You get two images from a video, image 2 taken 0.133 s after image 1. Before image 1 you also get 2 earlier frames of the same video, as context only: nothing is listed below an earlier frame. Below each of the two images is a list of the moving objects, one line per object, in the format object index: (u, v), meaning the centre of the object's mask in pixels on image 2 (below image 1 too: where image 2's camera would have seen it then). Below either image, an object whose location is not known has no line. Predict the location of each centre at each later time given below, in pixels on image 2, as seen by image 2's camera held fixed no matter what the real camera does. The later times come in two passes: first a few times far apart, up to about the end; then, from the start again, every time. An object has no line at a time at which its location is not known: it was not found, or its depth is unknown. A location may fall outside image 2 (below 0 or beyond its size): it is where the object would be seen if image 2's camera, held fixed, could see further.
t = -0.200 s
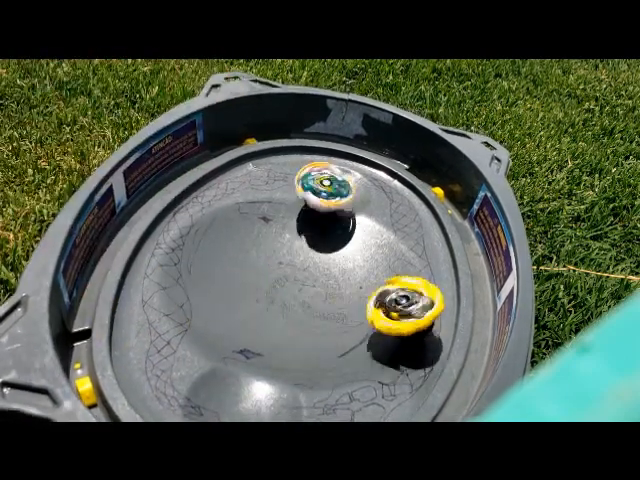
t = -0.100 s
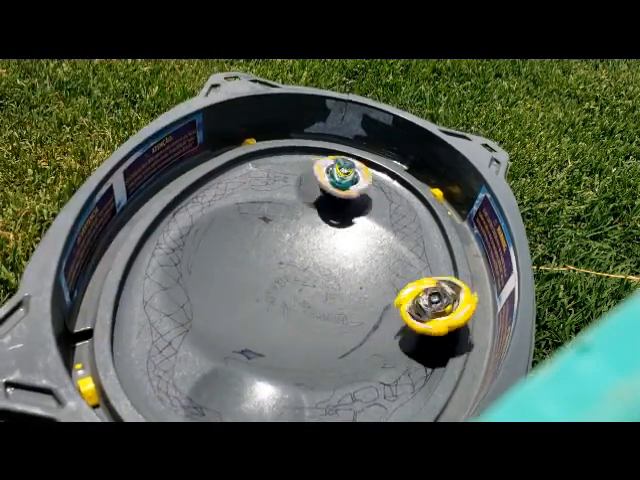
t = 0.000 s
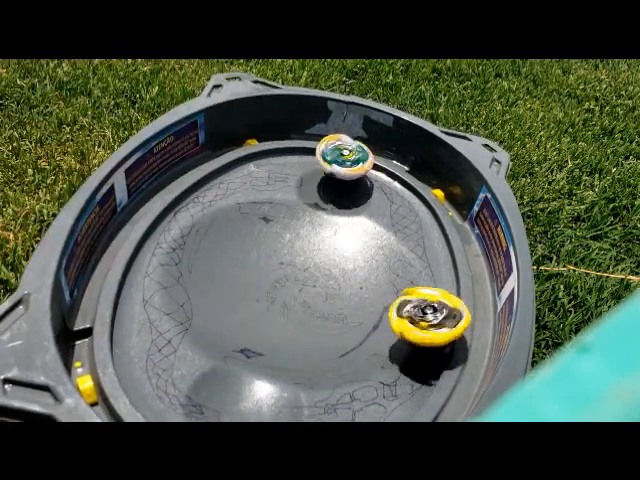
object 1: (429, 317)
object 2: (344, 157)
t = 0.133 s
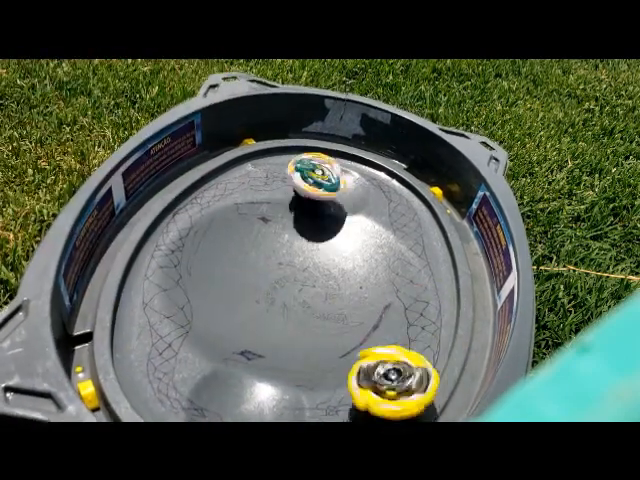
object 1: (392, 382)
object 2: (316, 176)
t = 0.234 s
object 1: (329, 404)
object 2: (324, 232)
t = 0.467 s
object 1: (190, 397)
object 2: (343, 307)
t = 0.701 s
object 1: (160, 355)
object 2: (385, 273)
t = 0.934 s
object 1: (139, 347)
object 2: (287, 289)
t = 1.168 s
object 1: (140, 326)
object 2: (280, 351)
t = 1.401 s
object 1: (163, 306)
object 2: (203, 401)
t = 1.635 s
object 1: (269, 325)
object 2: (185, 395)
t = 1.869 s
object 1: (353, 235)
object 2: (158, 379)
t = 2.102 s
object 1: (225, 239)
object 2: (157, 354)
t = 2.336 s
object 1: (345, 336)
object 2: (173, 329)
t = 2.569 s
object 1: (374, 235)
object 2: (204, 323)
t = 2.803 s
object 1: (232, 266)
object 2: (360, 308)
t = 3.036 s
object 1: (278, 390)
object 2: (331, 218)
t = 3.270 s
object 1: (244, 375)
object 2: (238, 245)
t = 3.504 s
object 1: (275, 399)
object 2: (306, 332)
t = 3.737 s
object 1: (250, 321)
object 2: (390, 290)
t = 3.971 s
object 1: (277, 287)
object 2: (317, 239)
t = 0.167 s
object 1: (378, 395)
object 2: (320, 191)
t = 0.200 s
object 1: (358, 401)
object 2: (326, 212)
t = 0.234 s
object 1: (329, 404)
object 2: (324, 232)
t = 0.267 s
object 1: (305, 408)
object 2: (323, 250)
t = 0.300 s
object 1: (276, 407)
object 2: (317, 266)
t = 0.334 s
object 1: (254, 406)
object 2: (316, 278)
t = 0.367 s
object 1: (230, 404)
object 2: (316, 289)
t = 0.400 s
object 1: (214, 401)
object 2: (323, 296)
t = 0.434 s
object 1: (198, 398)
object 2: (330, 305)
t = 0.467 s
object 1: (190, 397)
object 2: (343, 307)
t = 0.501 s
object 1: (185, 391)
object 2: (360, 310)
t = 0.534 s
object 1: (175, 387)
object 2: (373, 307)
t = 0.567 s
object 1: (167, 385)
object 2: (389, 300)
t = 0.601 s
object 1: (164, 374)
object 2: (394, 292)
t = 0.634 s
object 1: (166, 368)
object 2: (396, 283)
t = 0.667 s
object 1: (167, 360)
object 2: (394, 278)
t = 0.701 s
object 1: (160, 355)
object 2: (385, 273)
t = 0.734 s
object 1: (150, 357)
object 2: (376, 270)
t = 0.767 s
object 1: (142, 356)
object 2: (360, 269)
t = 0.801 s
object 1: (142, 355)
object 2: (345, 270)
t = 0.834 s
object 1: (144, 355)
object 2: (331, 274)
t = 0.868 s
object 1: (141, 352)
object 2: (315, 277)
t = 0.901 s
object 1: (143, 351)
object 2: (302, 282)
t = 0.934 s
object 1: (139, 347)
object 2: (287, 289)
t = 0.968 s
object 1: (138, 346)
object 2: (277, 297)
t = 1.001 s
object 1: (139, 342)
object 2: (272, 306)
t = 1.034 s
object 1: (138, 339)
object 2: (266, 314)
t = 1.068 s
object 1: (138, 335)
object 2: (267, 324)
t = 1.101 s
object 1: (136, 332)
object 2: (270, 337)
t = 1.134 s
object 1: (140, 329)
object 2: (276, 344)
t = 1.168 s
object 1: (140, 326)
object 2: (280, 351)
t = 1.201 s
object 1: (144, 323)
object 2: (272, 359)
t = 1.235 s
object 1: (144, 320)
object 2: (258, 364)
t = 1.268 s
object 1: (151, 317)
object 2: (239, 371)
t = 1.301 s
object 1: (153, 314)
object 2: (216, 384)
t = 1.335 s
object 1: (160, 312)
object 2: (200, 392)
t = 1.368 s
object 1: (160, 309)
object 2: (193, 401)
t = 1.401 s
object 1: (163, 306)
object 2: (203, 401)
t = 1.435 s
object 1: (162, 301)
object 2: (202, 400)
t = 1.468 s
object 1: (171, 296)
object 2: (203, 400)
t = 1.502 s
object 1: (178, 295)
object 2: (200, 399)
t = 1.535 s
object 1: (194, 300)
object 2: (200, 398)
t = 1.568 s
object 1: (213, 307)
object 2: (194, 398)
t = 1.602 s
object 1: (240, 317)
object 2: (190, 396)
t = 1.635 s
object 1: (269, 325)
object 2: (185, 395)
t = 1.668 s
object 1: (301, 323)
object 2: (181, 392)
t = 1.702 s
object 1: (328, 317)
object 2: (173, 391)
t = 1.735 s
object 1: (347, 303)
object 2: (168, 388)
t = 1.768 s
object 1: (360, 288)
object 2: (165, 385)
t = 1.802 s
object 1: (365, 269)
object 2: (162, 382)
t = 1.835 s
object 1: (363, 251)
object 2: (162, 381)
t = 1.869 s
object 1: (353, 235)
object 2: (158, 379)
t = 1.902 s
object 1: (339, 219)
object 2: (156, 375)
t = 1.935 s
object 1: (320, 209)
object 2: (156, 372)
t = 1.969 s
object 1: (297, 202)
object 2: (156, 367)
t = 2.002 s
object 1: (275, 203)
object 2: (157, 366)
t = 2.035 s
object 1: (254, 210)
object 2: (155, 363)
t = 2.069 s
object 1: (236, 223)
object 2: (155, 358)
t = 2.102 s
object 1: (225, 239)
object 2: (157, 354)
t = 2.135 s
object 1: (218, 258)
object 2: (159, 348)
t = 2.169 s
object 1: (224, 278)
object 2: (163, 345)
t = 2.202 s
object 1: (240, 300)
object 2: (163, 342)
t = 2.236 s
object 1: (258, 318)
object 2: (164, 338)
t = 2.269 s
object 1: (283, 329)
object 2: (167, 335)
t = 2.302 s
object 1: (315, 337)
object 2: (169, 332)
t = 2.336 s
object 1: (345, 336)
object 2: (173, 329)
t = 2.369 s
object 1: (372, 327)
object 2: (177, 327)
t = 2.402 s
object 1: (396, 315)
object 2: (177, 326)
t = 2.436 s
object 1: (407, 298)
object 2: (178, 323)
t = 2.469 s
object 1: (412, 280)
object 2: (182, 322)
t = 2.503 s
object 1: (408, 261)
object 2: (186, 321)
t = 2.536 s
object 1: (392, 247)
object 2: (192, 320)
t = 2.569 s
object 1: (374, 235)
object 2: (204, 323)
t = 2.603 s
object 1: (351, 229)
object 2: (218, 329)
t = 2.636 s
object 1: (330, 228)
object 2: (241, 333)
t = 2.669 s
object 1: (305, 229)
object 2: (270, 338)
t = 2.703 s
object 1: (281, 236)
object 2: (299, 337)
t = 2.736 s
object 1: (261, 244)
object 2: (324, 330)
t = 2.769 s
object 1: (242, 254)
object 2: (344, 320)
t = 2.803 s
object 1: (232, 266)
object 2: (360, 308)
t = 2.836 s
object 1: (225, 280)
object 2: (368, 294)
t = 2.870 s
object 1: (226, 298)
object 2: (370, 280)
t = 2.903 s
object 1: (231, 315)
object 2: (368, 265)
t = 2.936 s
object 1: (247, 335)
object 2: (362, 249)
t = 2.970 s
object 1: (264, 355)
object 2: (354, 236)
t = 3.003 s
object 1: (276, 380)
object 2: (344, 226)
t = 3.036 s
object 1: (278, 390)
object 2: (331, 218)
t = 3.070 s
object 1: (278, 395)
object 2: (317, 214)
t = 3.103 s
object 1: (275, 396)
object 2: (303, 212)
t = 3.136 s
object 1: (274, 396)
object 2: (288, 213)
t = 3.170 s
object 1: (271, 392)
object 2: (272, 217)
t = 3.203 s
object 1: (265, 384)
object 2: (258, 223)
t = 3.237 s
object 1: (257, 377)
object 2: (246, 233)
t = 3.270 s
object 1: (244, 375)
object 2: (238, 245)
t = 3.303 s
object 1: (231, 377)
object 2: (235, 260)
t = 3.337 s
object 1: (219, 385)
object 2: (236, 276)
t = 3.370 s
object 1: (212, 392)
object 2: (242, 291)
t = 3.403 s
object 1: (218, 398)
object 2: (253, 303)
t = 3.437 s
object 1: (237, 403)
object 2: (268, 315)
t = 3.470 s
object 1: (256, 404)
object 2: (286, 325)
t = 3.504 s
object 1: (275, 399)
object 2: (306, 332)
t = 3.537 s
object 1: (286, 391)
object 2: (327, 335)
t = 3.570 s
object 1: (282, 374)
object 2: (347, 333)
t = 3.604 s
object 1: (266, 356)
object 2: (362, 328)
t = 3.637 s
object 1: (250, 342)
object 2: (376, 320)
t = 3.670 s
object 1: (243, 332)
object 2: (385, 311)
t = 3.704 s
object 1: (244, 325)
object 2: (390, 300)
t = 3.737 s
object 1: (250, 321)
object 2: (390, 290)
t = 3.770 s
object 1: (257, 318)
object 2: (385, 280)
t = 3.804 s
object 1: (265, 315)
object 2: (375, 271)
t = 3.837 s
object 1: (274, 309)
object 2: (362, 264)
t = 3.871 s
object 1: (282, 304)
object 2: (347, 258)
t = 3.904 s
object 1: (287, 298)
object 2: (330, 256)
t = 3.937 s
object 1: (285, 292)
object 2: (320, 249)
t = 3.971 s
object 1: (277, 287)
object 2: (317, 239)
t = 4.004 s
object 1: (271, 280)
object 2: (311, 231)
